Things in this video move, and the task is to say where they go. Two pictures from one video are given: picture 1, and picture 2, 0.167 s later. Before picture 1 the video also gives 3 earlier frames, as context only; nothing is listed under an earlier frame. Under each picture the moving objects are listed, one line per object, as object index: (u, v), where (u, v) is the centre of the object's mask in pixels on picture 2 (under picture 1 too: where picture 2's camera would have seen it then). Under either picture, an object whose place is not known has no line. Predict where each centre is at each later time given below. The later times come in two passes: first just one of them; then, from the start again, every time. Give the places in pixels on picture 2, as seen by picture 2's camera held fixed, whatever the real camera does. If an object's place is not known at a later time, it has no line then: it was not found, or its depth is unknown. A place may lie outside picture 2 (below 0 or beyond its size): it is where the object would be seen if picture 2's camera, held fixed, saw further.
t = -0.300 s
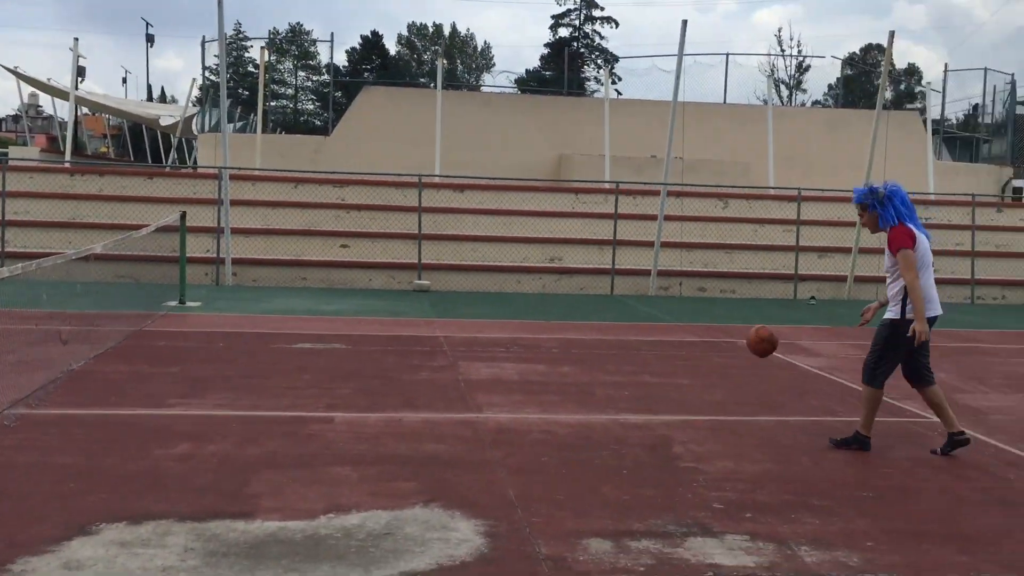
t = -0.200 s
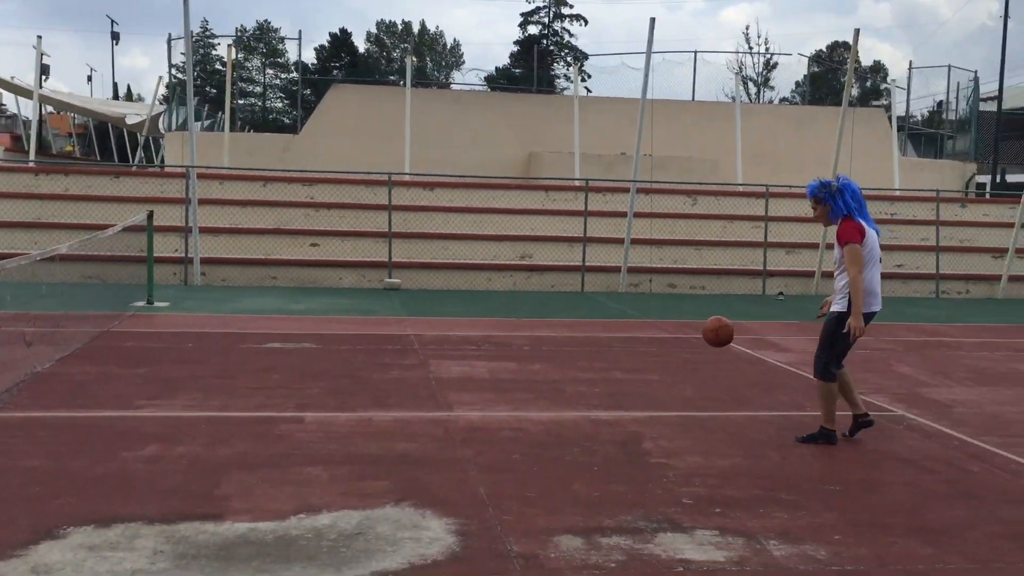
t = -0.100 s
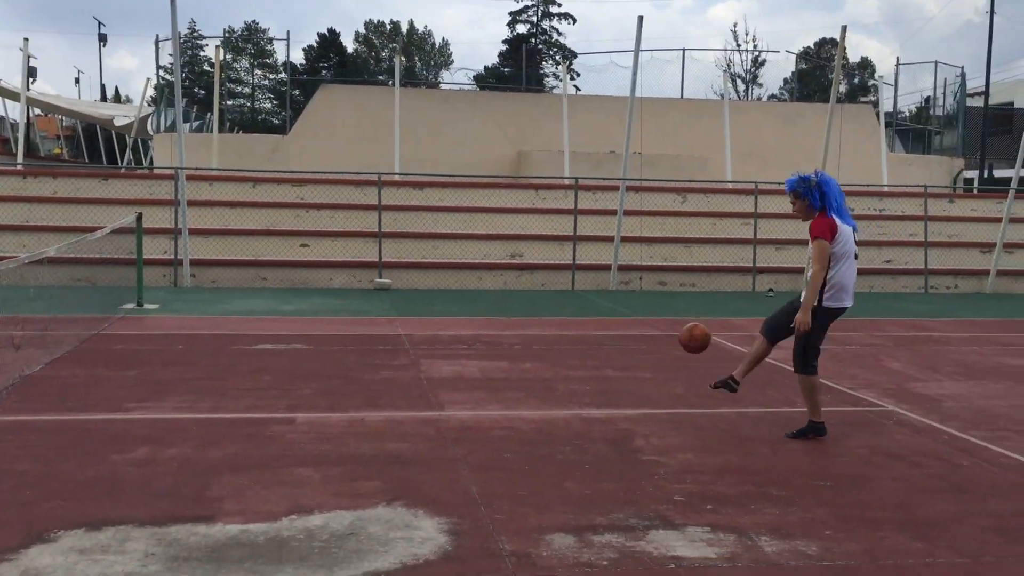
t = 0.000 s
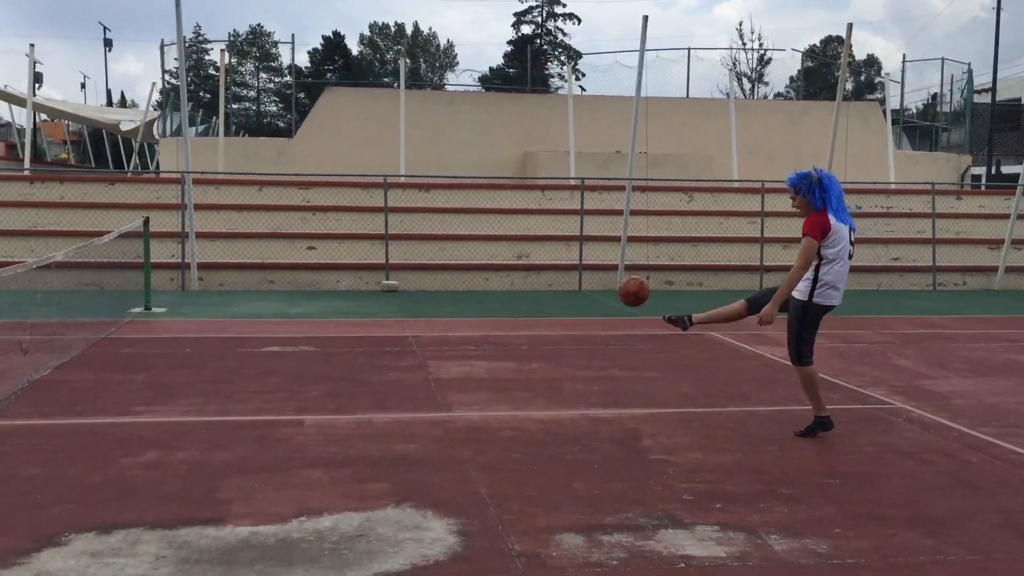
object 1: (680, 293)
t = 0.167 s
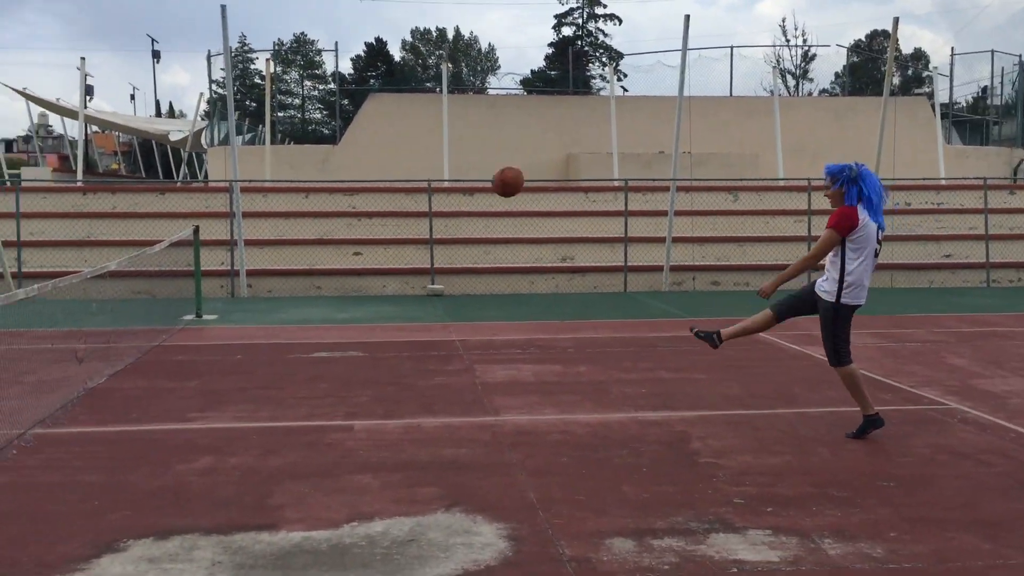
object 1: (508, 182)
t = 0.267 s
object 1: (404, 136)
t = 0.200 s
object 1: (473, 164)
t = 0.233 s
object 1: (438, 149)
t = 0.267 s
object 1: (404, 136)
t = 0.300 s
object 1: (370, 124)
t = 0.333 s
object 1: (338, 114)
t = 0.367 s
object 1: (303, 105)
